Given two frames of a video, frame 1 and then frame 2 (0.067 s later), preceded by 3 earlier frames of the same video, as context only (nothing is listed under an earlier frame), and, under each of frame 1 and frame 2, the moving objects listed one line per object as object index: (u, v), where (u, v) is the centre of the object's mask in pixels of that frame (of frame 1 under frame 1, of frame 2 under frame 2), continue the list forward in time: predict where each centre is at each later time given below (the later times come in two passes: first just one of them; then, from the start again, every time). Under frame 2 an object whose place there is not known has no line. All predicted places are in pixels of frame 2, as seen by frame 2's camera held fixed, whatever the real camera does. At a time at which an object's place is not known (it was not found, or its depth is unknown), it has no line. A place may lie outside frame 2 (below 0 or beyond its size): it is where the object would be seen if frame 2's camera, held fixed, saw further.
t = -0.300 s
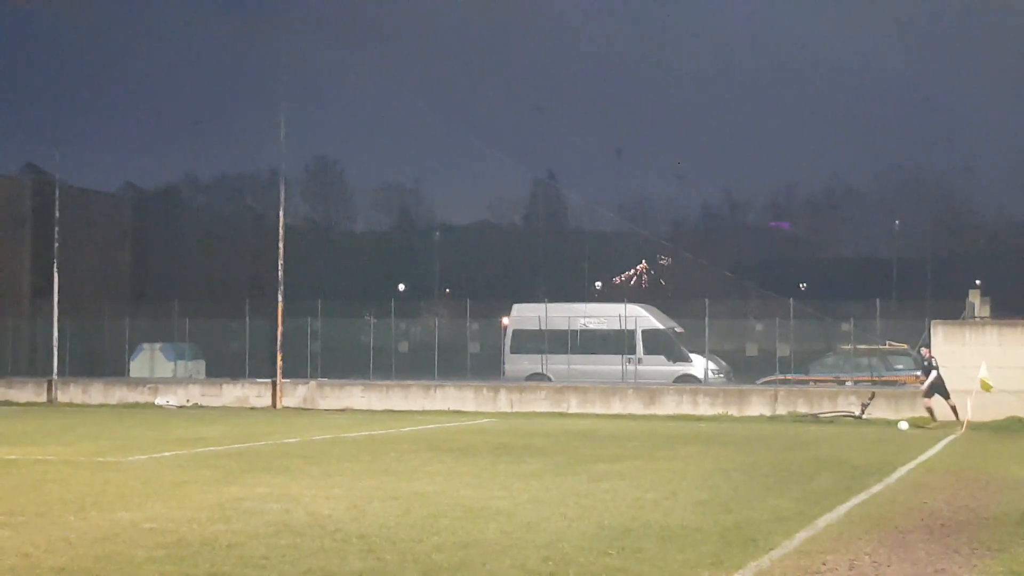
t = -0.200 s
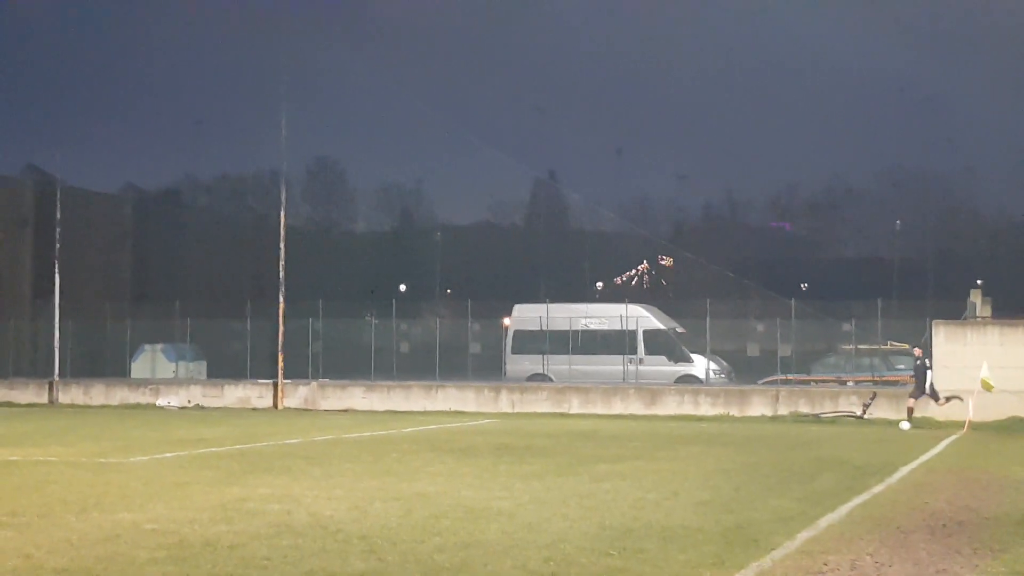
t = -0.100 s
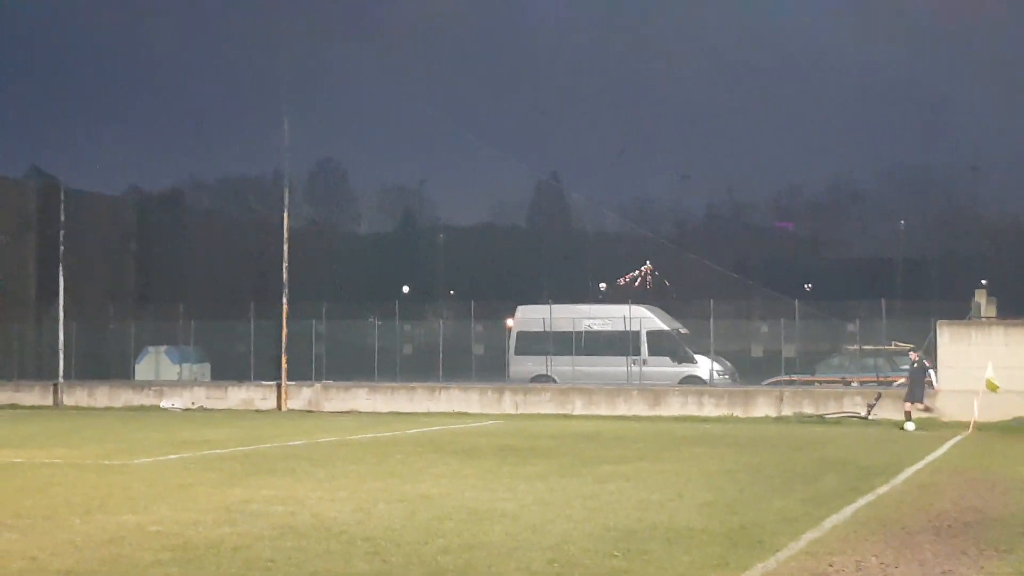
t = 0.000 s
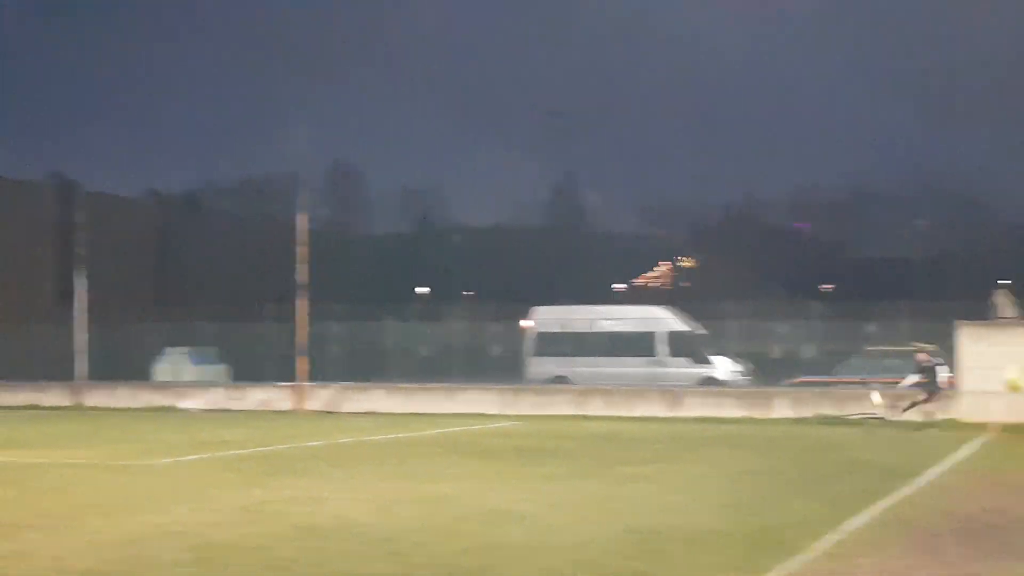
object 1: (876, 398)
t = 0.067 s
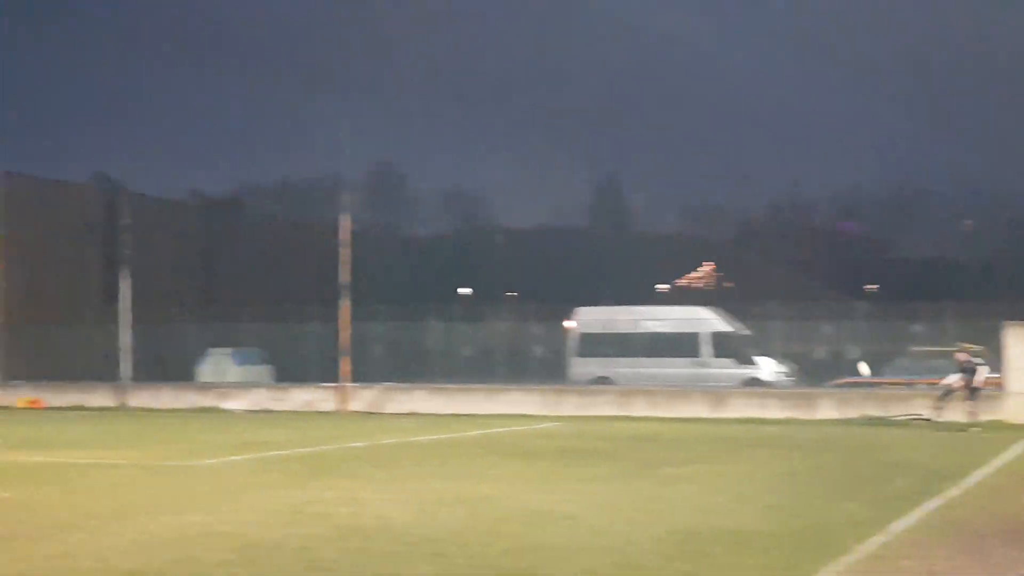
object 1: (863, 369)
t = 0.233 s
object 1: (725, 301)
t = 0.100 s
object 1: (835, 355)
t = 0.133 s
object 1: (806, 341)
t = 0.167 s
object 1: (779, 327)
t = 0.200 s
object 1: (752, 314)
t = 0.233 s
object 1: (725, 301)
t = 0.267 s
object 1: (700, 289)
